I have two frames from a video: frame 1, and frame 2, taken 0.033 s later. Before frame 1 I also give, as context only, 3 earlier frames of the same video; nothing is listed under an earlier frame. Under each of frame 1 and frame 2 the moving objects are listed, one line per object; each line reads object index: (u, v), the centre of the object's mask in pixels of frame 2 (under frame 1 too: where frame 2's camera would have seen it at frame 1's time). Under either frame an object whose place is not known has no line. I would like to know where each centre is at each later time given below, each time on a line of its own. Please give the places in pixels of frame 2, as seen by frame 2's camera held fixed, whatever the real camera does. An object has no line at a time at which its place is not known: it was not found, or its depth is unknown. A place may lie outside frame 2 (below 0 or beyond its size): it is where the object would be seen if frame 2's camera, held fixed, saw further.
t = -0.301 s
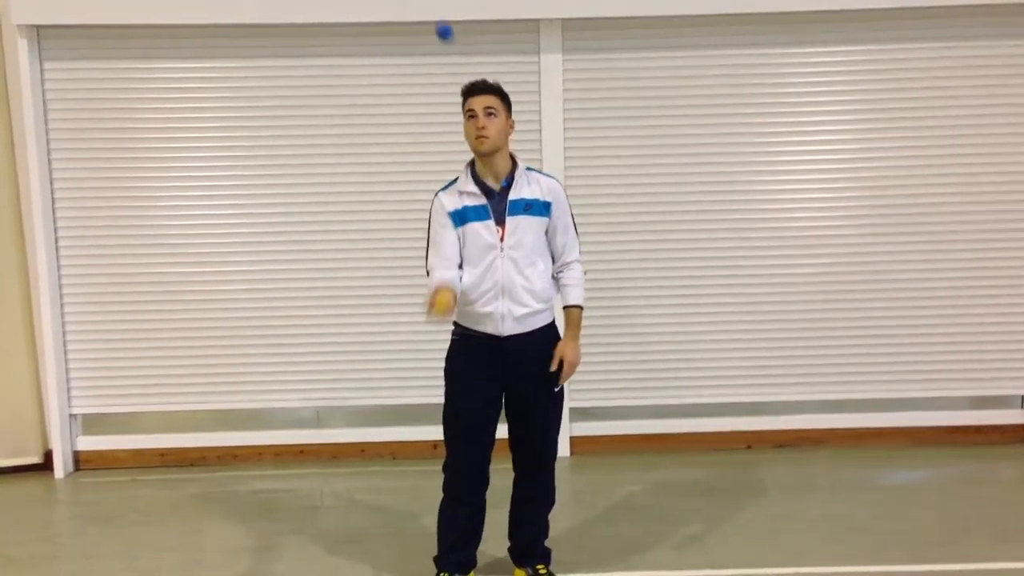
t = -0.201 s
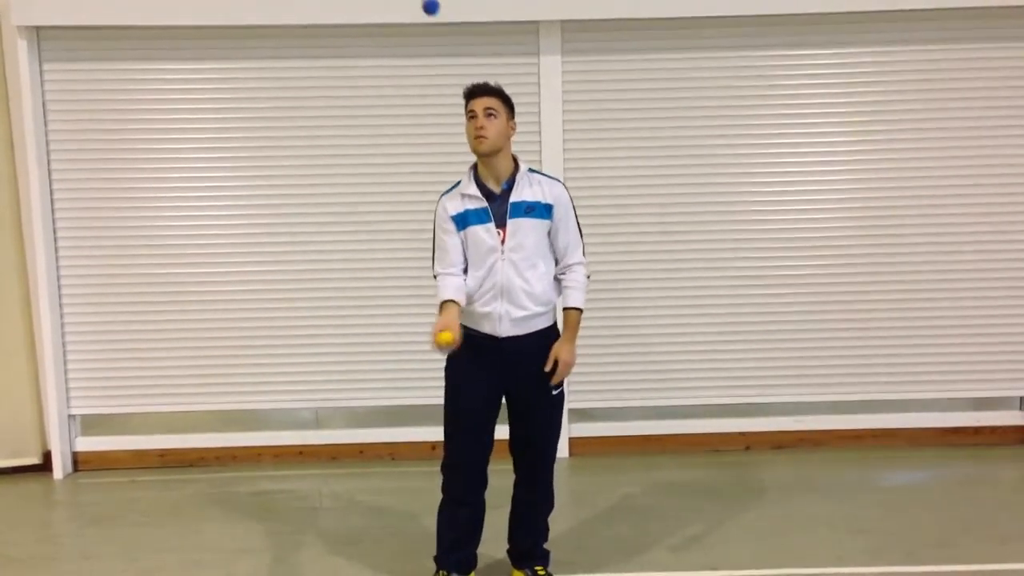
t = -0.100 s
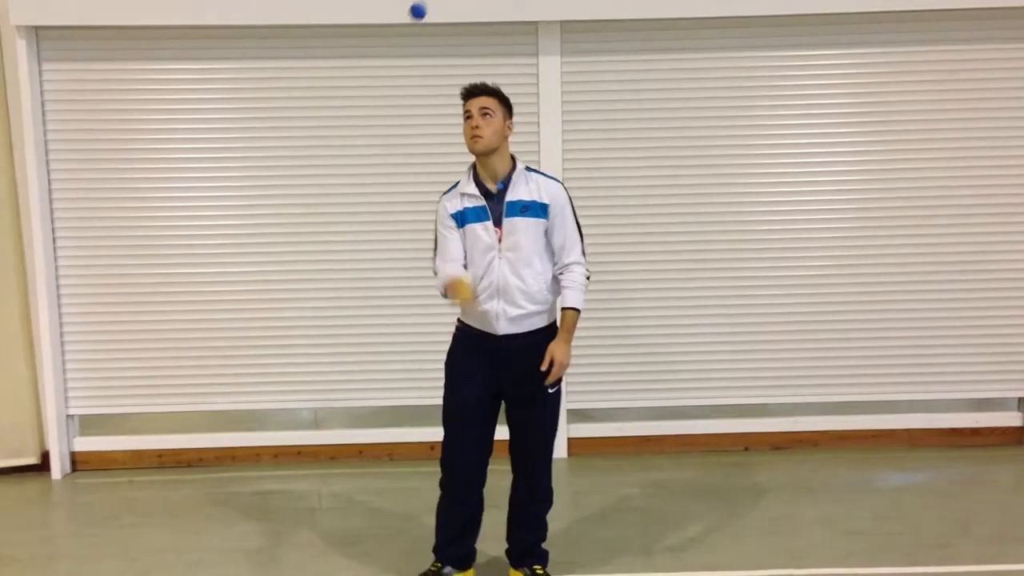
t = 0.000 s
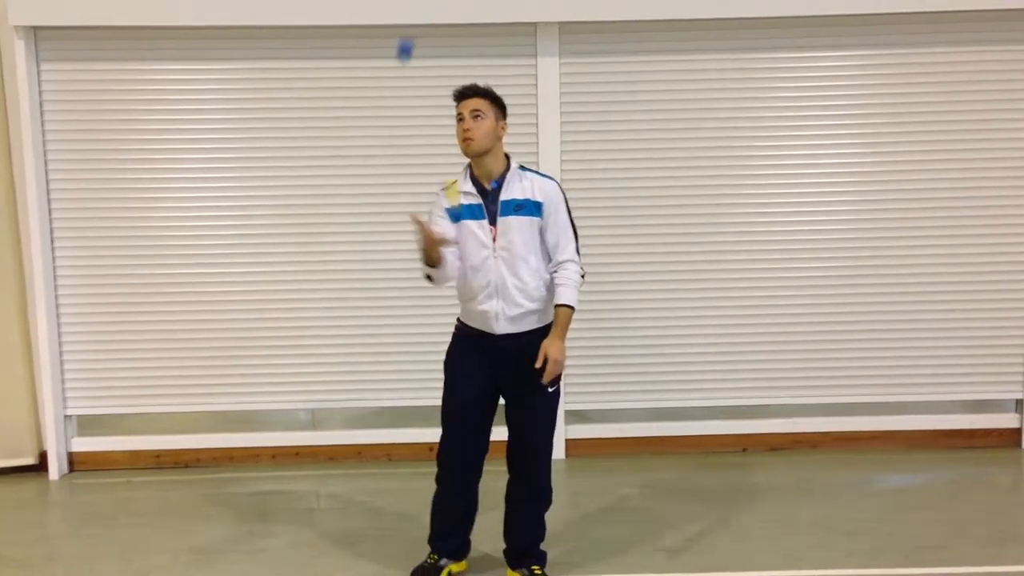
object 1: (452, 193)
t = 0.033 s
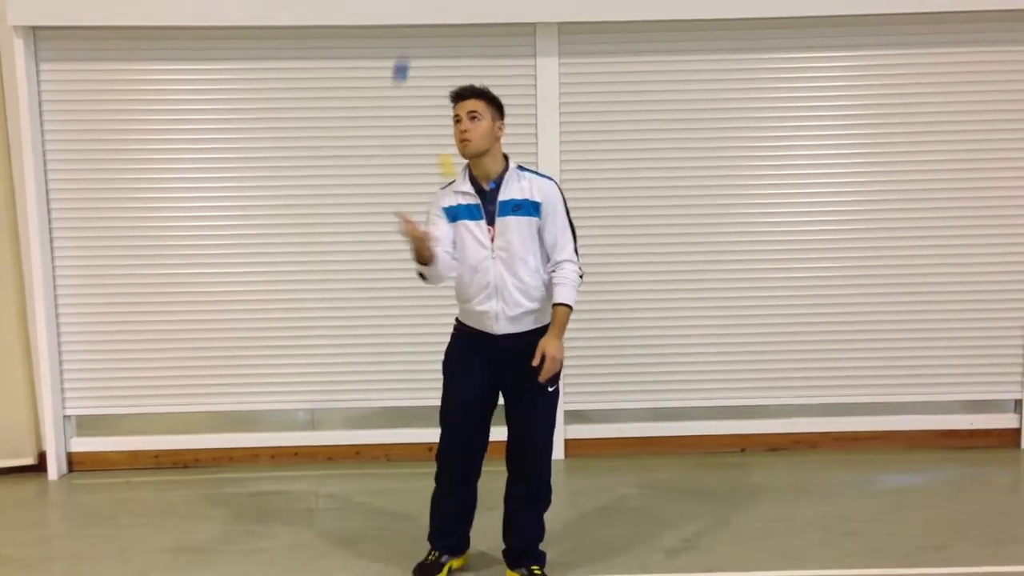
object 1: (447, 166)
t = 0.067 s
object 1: (443, 140)
